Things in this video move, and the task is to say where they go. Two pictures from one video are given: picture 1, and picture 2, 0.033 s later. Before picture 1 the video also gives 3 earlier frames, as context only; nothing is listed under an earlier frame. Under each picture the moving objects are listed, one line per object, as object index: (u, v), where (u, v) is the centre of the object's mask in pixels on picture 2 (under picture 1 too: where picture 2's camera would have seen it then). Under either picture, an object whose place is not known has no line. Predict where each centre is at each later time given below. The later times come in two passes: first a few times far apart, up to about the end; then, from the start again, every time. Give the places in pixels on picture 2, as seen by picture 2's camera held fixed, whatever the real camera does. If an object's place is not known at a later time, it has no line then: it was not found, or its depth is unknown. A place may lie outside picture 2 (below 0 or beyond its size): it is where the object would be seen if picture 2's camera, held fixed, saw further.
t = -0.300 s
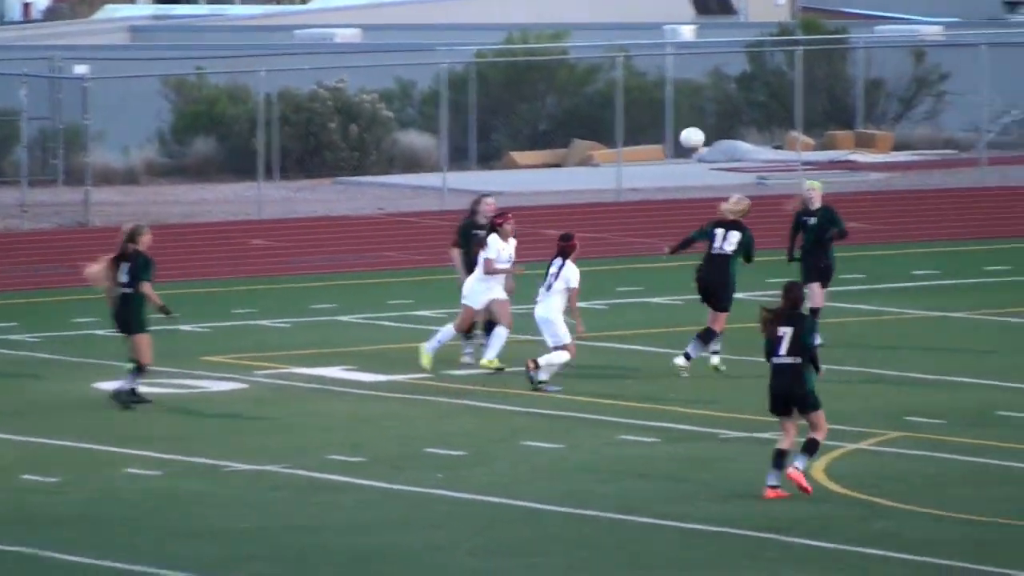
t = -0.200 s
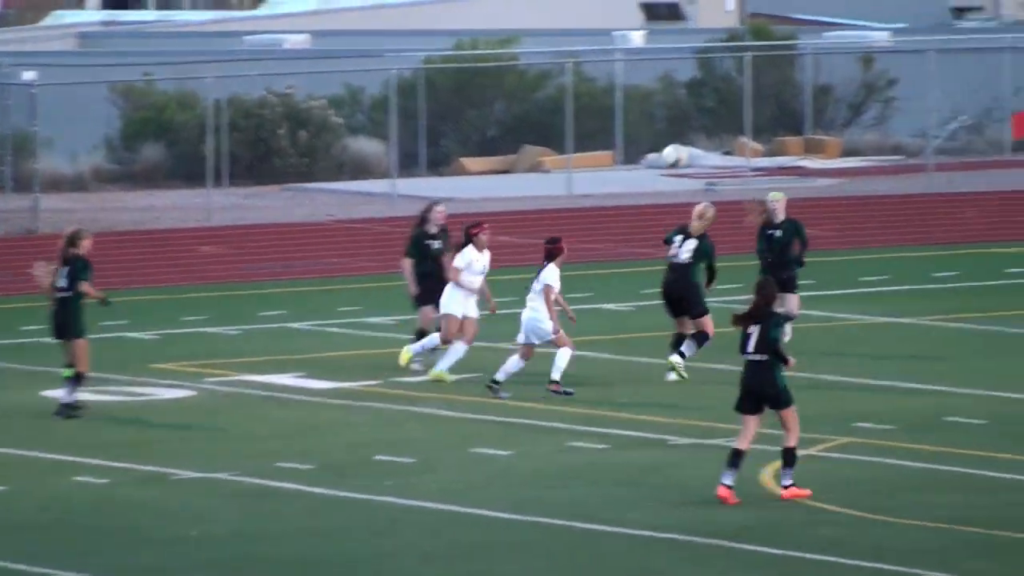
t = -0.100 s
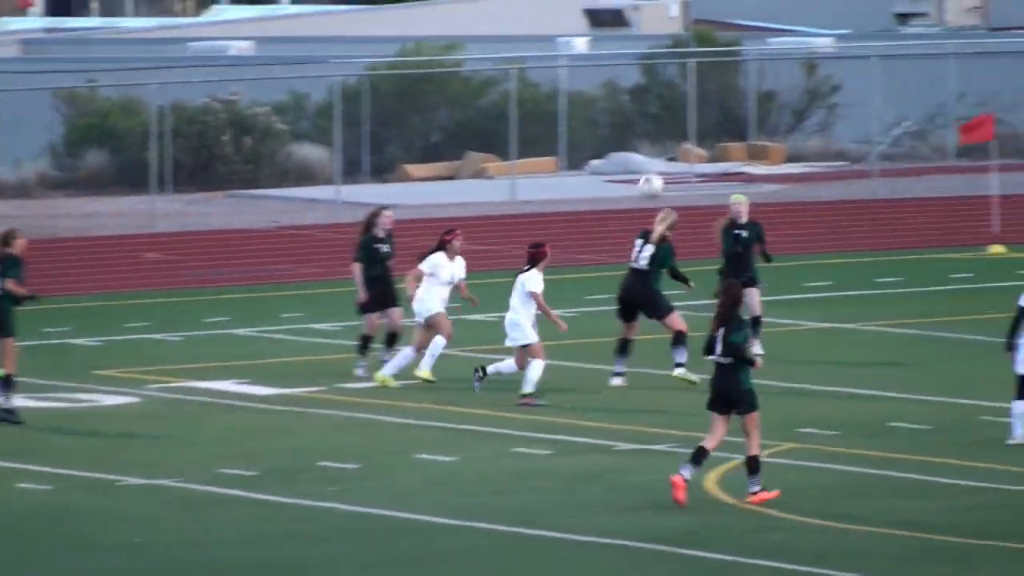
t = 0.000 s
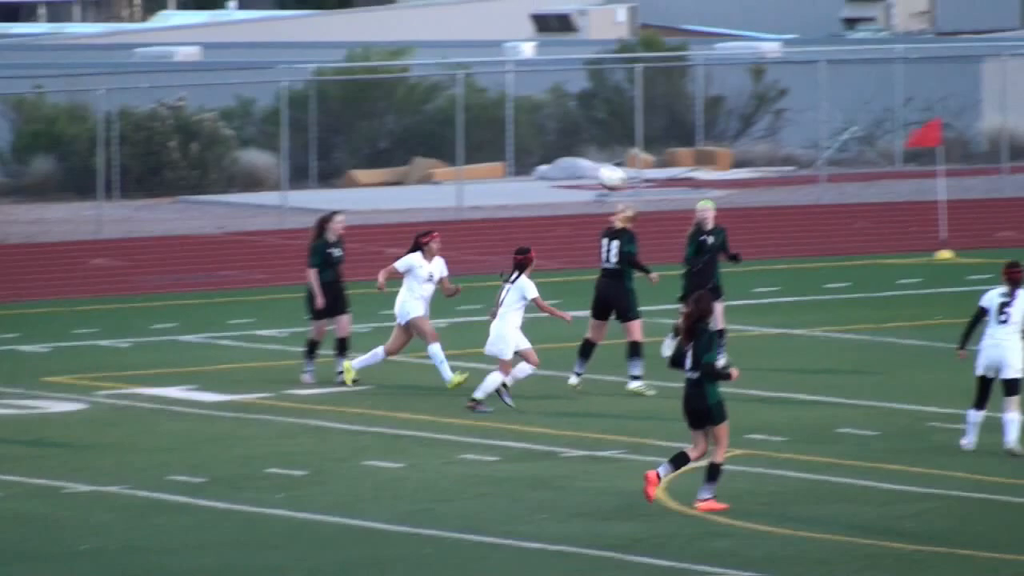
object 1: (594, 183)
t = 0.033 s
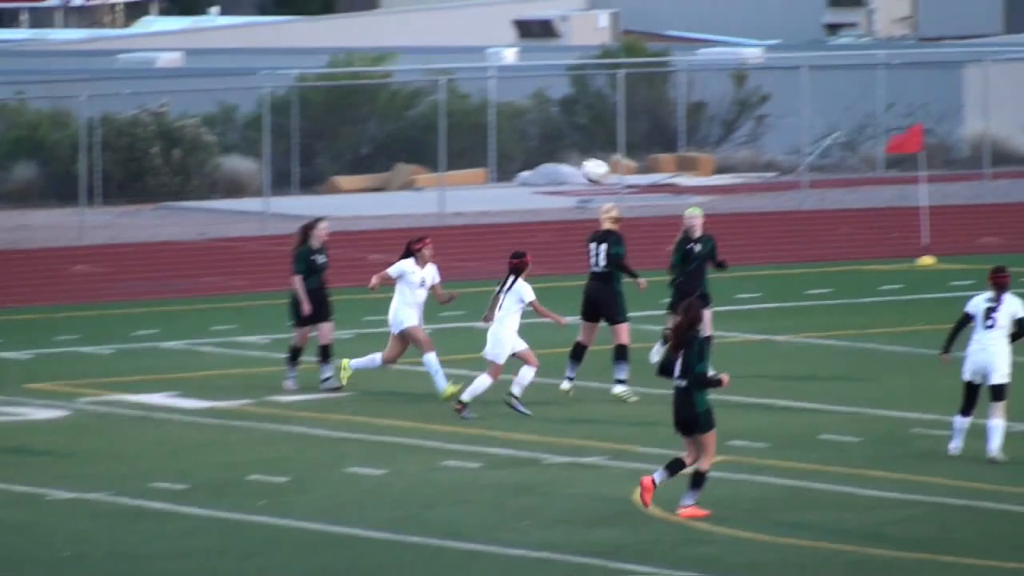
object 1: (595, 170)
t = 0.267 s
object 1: (598, 106)
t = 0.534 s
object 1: (597, 108)
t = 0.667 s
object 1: (598, 139)
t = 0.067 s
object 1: (596, 157)
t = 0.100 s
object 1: (597, 146)
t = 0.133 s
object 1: (597, 136)
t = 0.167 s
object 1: (597, 127)
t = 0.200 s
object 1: (598, 119)
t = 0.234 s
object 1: (599, 112)
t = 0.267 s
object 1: (598, 106)
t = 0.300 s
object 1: (598, 103)
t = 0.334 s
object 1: (598, 100)
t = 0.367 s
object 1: (597, 99)
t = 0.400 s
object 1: (595, 98)
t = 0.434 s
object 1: (595, 98)
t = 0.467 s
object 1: (597, 100)
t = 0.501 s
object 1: (597, 103)
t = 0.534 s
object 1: (597, 108)
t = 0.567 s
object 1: (597, 115)
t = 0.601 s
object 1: (597, 122)
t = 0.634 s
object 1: (597, 130)
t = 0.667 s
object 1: (598, 139)
